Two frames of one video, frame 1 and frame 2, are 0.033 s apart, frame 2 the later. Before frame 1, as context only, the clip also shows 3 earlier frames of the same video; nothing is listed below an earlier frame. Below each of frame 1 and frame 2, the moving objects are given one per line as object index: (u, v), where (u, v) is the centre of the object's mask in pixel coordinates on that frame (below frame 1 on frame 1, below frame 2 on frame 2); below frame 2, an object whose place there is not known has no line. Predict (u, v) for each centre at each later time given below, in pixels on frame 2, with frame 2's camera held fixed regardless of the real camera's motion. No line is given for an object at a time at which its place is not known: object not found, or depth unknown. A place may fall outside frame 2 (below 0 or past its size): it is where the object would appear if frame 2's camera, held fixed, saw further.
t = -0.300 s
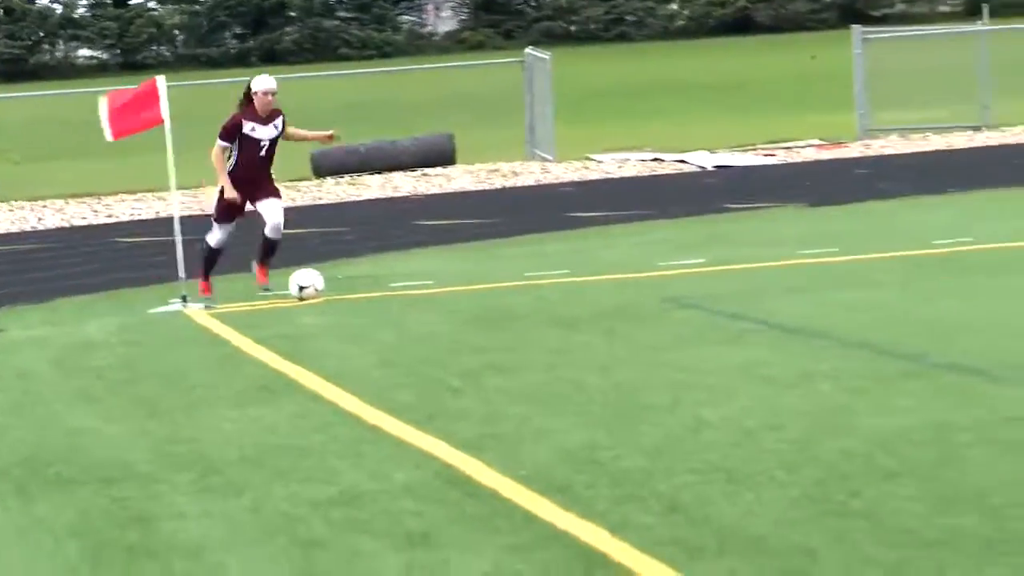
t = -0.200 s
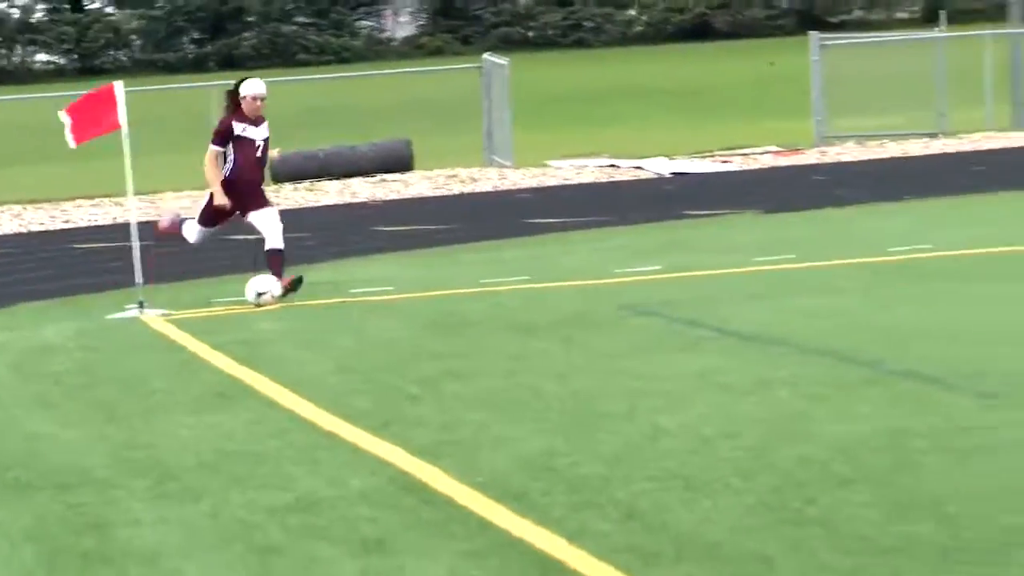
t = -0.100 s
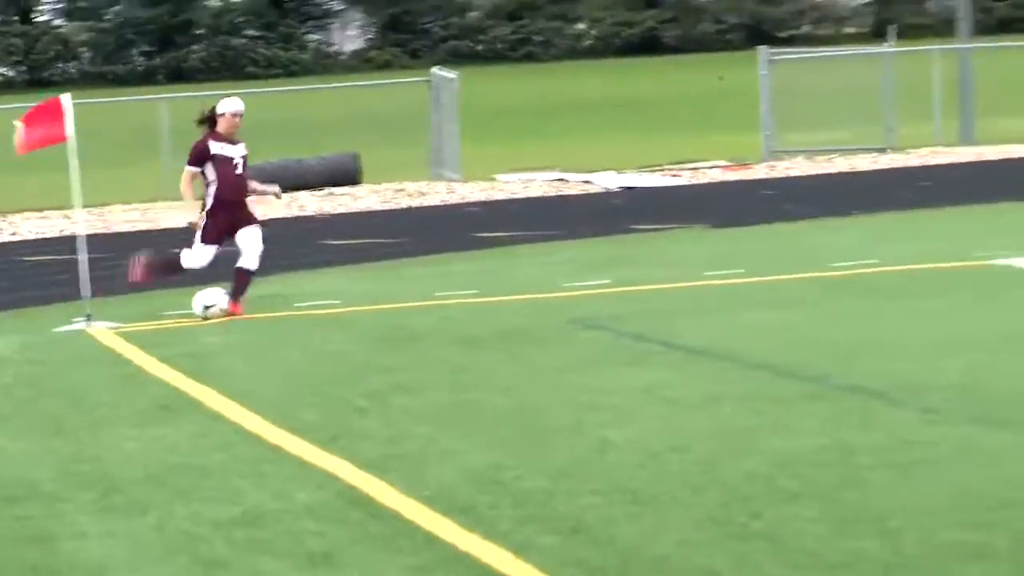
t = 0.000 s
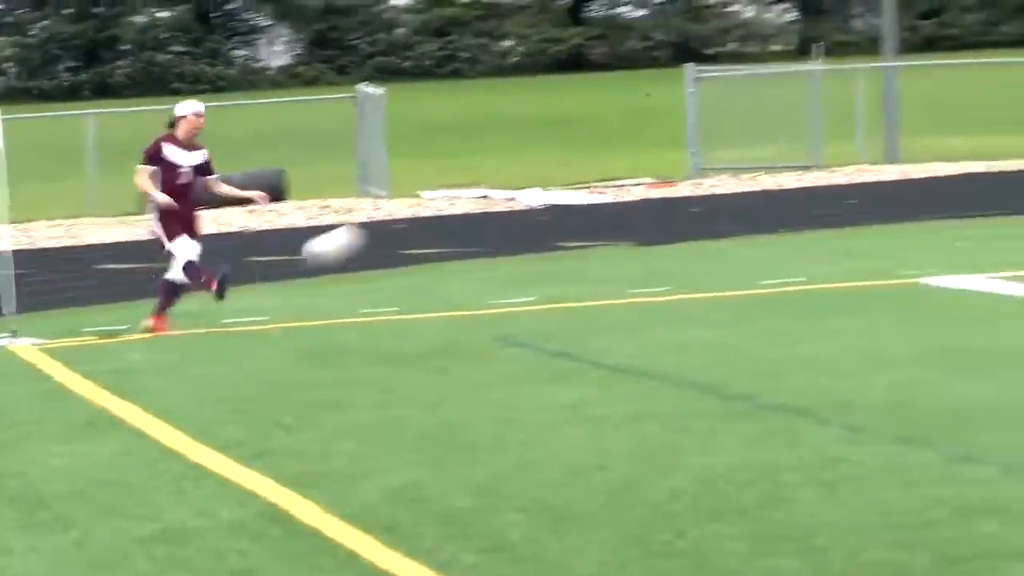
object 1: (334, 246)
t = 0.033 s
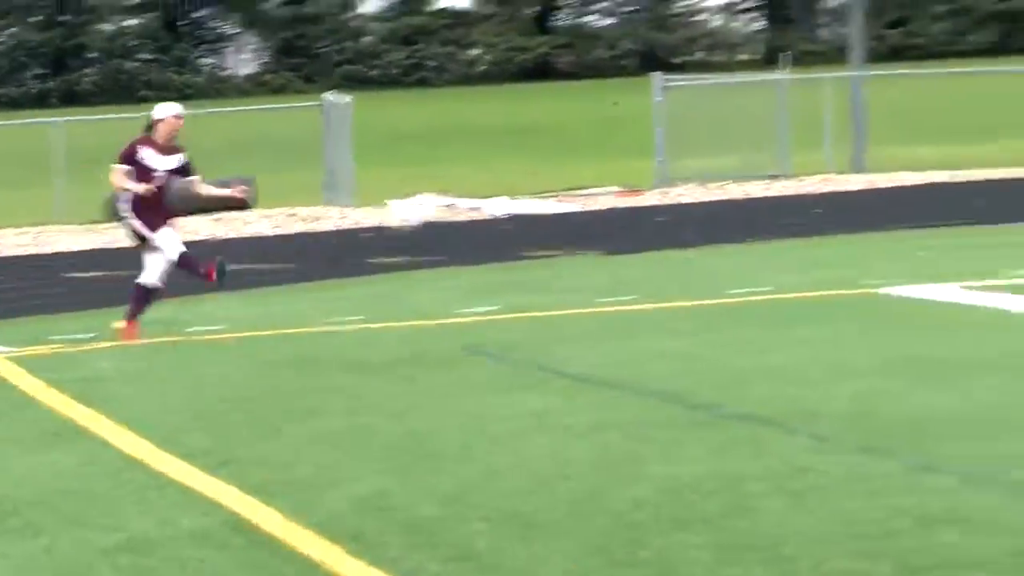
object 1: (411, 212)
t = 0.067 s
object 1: (522, 174)
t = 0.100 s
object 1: (634, 136)
